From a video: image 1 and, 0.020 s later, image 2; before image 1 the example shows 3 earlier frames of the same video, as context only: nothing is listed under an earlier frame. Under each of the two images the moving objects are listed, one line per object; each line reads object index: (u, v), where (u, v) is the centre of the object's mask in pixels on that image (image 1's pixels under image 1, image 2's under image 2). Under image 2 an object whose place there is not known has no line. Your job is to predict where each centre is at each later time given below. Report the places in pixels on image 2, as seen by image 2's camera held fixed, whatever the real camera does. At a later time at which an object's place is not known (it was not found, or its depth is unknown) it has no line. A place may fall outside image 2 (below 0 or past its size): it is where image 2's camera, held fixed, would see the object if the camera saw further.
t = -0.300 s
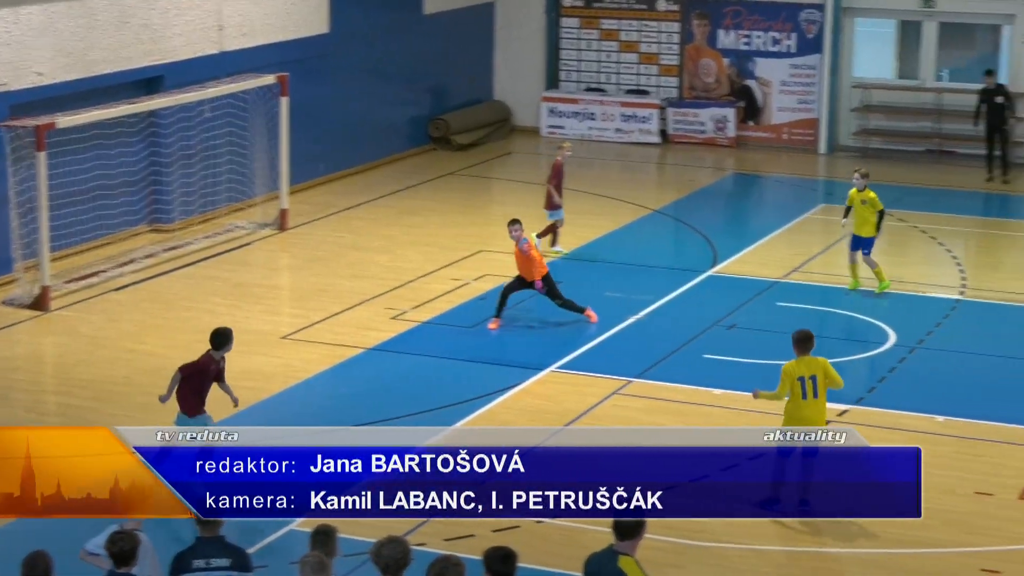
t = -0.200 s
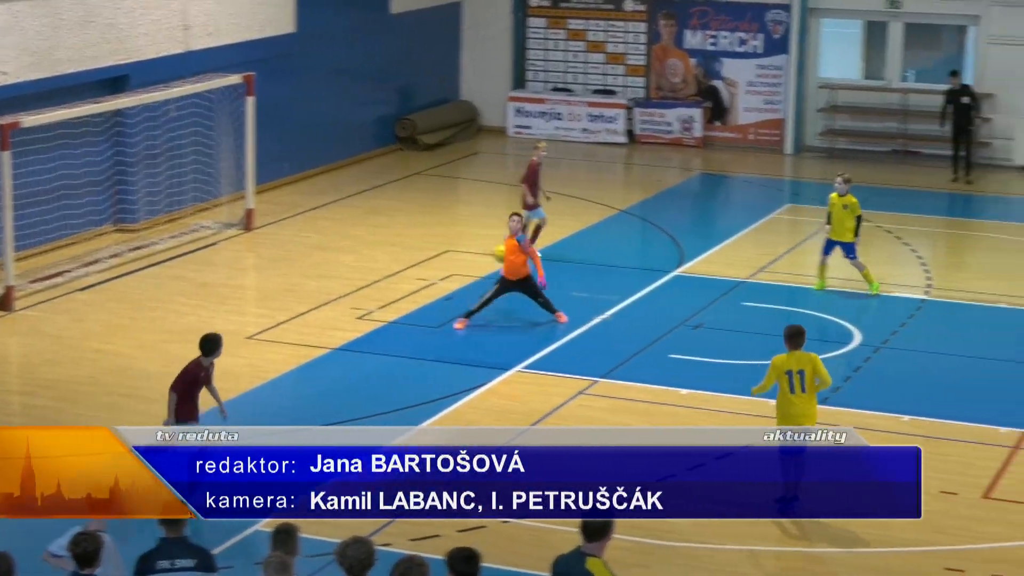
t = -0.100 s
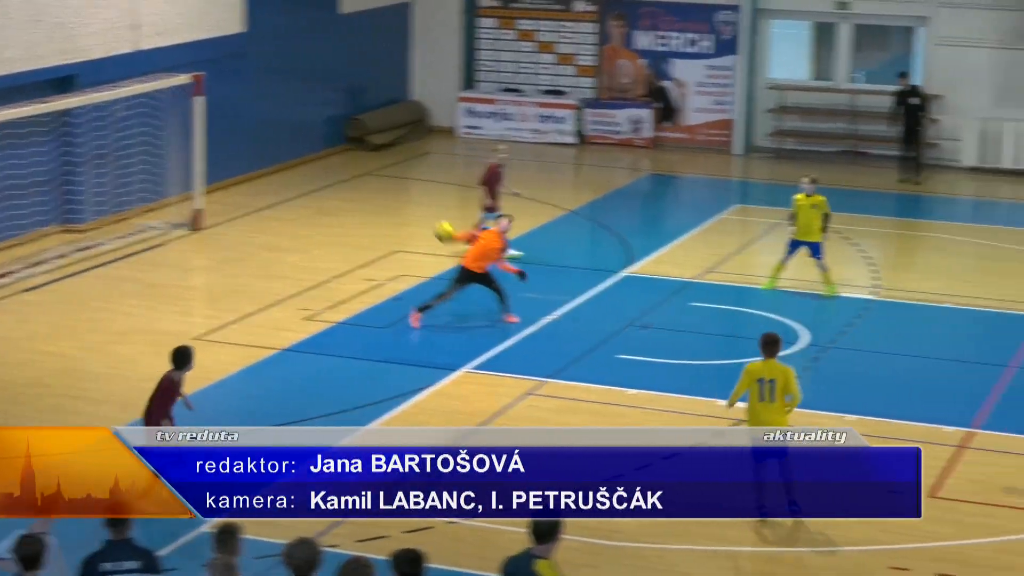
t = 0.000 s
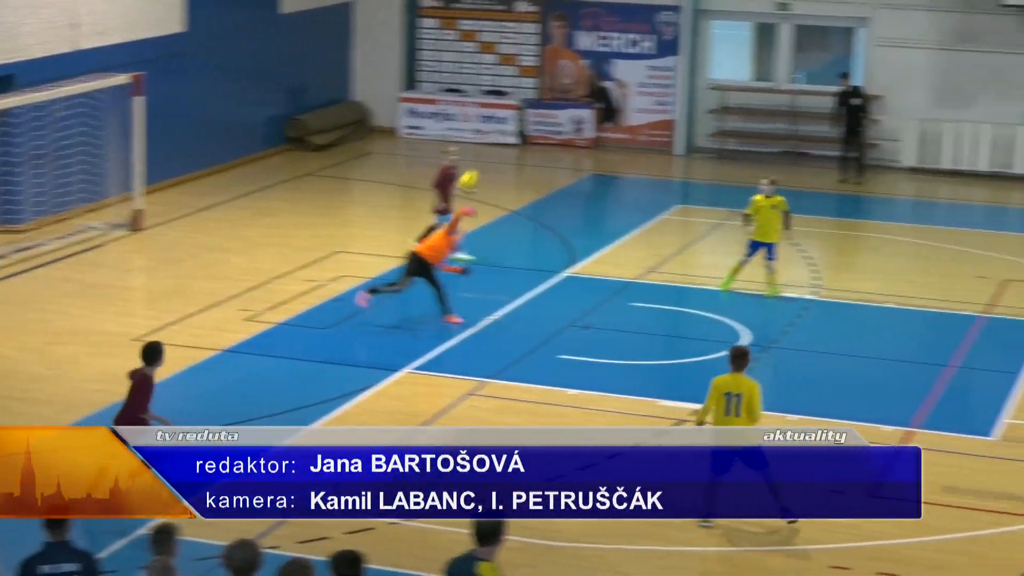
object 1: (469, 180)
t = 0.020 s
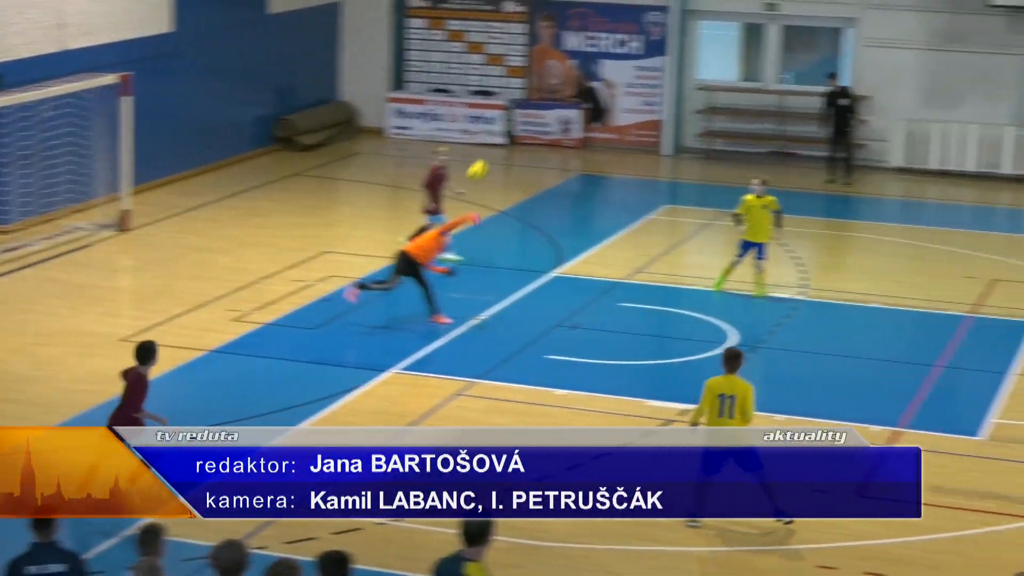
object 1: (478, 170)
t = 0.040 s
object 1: (498, 160)
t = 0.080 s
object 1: (538, 143)
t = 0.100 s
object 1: (558, 135)
